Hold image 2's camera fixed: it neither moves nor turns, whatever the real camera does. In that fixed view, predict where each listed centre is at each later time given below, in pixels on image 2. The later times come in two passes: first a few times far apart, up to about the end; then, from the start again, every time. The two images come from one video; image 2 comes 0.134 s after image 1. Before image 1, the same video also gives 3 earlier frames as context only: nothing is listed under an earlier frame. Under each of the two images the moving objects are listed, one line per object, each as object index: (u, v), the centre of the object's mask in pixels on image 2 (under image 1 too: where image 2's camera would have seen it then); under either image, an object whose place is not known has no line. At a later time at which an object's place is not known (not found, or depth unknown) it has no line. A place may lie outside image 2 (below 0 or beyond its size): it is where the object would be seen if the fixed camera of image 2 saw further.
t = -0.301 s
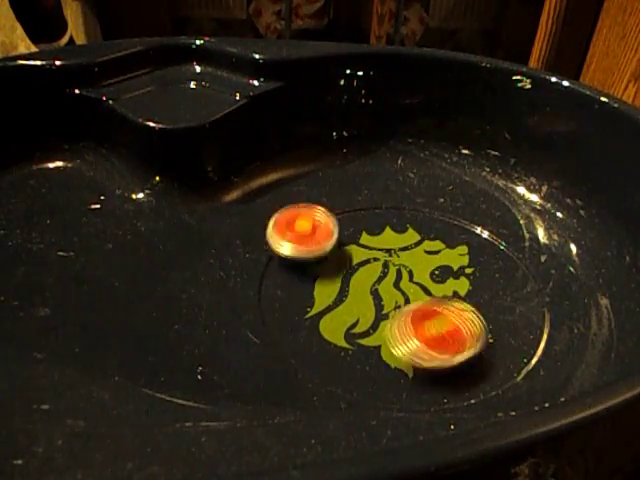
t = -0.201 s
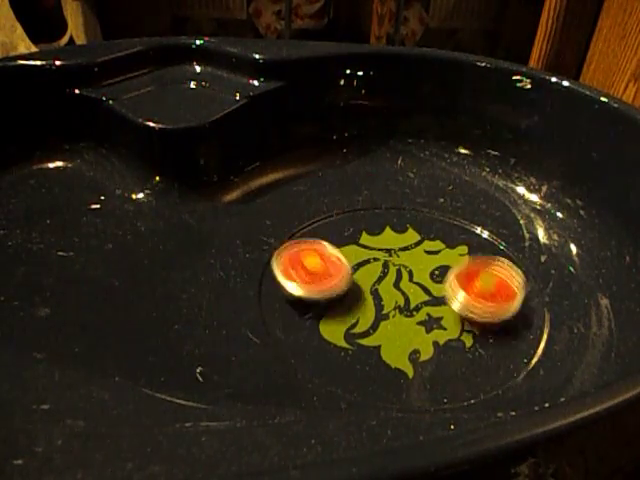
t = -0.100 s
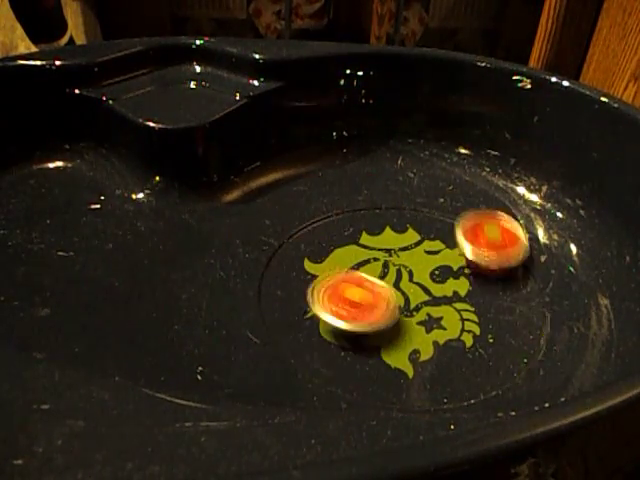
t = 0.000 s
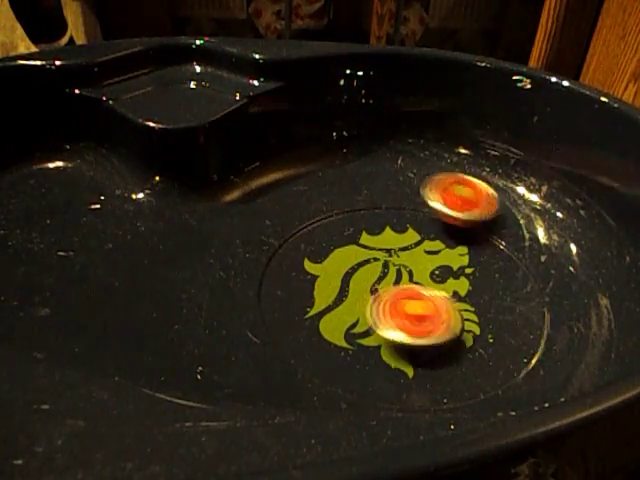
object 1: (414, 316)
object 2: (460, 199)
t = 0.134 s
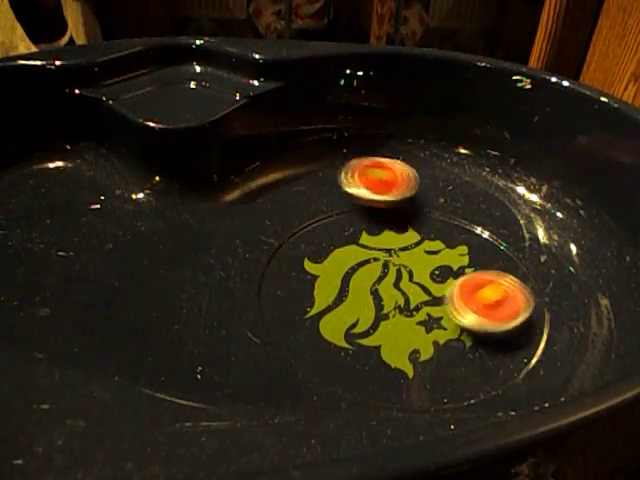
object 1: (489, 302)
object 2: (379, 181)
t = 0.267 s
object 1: (511, 258)
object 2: (300, 200)
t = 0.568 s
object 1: (385, 202)
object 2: (376, 341)
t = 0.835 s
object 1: (297, 276)
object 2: (548, 288)
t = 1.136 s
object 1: (411, 378)
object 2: (398, 201)
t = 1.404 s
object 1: (523, 307)
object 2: (295, 288)
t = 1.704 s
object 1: (396, 218)
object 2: (487, 366)
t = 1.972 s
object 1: (273, 245)
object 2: (481, 246)
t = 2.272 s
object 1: (330, 343)
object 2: (286, 225)
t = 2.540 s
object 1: (440, 292)
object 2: (312, 341)
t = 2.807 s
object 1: (376, 209)
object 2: (438, 291)
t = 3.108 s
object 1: (276, 250)
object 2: (314, 205)
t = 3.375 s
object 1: (370, 381)
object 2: (326, 216)
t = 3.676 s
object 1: (526, 307)
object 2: (344, 201)
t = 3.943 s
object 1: (452, 219)
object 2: (358, 201)
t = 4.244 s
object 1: (359, 207)
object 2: (333, 253)
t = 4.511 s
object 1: (307, 275)
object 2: (470, 276)
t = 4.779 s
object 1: (402, 346)
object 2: (437, 208)
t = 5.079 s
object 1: (507, 293)
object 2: (337, 282)
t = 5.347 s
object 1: (422, 227)
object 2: (470, 361)
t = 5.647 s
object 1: (289, 243)
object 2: (485, 257)
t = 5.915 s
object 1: (290, 327)
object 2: (325, 234)
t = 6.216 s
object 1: (430, 326)
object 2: (289, 326)
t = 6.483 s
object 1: (427, 244)
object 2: (420, 315)
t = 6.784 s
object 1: (329, 180)
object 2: (356, 277)
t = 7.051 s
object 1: (324, 174)
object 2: (423, 386)
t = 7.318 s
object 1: (328, 180)
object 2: (528, 345)
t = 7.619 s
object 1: (360, 211)
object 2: (388, 266)
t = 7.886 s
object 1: (448, 227)
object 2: (260, 271)
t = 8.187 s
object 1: (508, 237)
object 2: (182, 276)
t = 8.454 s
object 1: (513, 262)
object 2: (234, 311)
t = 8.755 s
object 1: (484, 311)
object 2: (329, 240)
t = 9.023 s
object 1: (454, 356)
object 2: (328, 218)
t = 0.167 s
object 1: (501, 292)
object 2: (356, 181)
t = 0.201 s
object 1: (508, 282)
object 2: (336, 182)
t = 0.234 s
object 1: (511, 270)
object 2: (317, 189)
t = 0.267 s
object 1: (511, 258)
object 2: (300, 200)
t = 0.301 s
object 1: (506, 246)
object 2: (286, 215)
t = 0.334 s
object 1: (498, 234)
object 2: (278, 233)
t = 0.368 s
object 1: (486, 225)
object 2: (275, 252)
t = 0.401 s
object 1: (473, 216)
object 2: (279, 271)
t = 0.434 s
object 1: (457, 209)
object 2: (288, 290)
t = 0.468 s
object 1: (440, 204)
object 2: (303, 306)
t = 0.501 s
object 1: (422, 201)
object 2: (323, 321)
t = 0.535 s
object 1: (403, 200)
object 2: (348, 334)
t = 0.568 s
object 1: (385, 202)
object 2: (376, 341)
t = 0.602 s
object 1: (367, 206)
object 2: (408, 347)
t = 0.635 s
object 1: (351, 212)
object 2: (437, 349)
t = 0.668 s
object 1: (337, 219)
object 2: (466, 347)
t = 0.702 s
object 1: (324, 228)
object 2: (494, 340)
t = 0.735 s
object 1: (314, 238)
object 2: (517, 331)
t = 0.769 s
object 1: (305, 249)
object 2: (536, 319)
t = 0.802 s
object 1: (300, 263)
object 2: (549, 303)
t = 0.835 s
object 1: (297, 276)
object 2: (548, 288)
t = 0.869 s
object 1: (297, 290)
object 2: (540, 271)
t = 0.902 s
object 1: (301, 305)
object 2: (532, 254)
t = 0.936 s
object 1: (307, 319)
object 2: (520, 239)
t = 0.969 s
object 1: (316, 333)
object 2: (501, 226)
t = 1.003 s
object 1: (330, 347)
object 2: (483, 216)
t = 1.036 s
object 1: (347, 359)
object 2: (463, 208)
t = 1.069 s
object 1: (367, 369)
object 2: (442, 202)
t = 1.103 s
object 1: (388, 374)
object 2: (421, 200)
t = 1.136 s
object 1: (411, 378)
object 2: (398, 201)
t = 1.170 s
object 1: (436, 380)
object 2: (377, 204)
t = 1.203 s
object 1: (459, 376)
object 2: (357, 211)
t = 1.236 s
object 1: (481, 370)
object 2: (339, 219)
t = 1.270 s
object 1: (498, 361)
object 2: (324, 228)
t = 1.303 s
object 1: (511, 350)
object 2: (311, 240)
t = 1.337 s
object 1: (520, 336)
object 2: (303, 255)
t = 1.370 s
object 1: (524, 322)
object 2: (297, 271)
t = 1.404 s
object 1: (523, 307)
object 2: (295, 288)
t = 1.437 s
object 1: (518, 292)
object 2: (298, 306)
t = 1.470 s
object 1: (509, 279)
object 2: (307, 324)
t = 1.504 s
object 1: (498, 266)
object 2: (321, 343)
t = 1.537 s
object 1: (485, 254)
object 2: (340, 358)
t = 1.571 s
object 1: (469, 244)
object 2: (365, 370)
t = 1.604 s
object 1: (452, 235)
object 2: (395, 374)
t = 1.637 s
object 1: (433, 228)
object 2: (426, 375)
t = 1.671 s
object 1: (415, 222)
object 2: (457, 374)
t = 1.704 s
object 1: (396, 218)
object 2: (487, 366)
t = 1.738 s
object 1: (378, 216)
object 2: (506, 356)
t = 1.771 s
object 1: (358, 214)
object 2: (522, 341)
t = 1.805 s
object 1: (339, 215)
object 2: (529, 324)
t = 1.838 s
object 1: (322, 216)
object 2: (530, 306)
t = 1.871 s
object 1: (305, 219)
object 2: (525, 291)
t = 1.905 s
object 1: (289, 224)
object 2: (514, 275)
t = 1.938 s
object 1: (277, 231)
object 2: (499, 259)
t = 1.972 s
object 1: (273, 245)
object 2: (481, 246)
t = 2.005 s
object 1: (268, 258)
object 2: (459, 236)
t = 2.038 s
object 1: (264, 270)
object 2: (437, 228)
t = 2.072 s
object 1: (268, 284)
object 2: (415, 222)
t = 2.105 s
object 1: (272, 298)
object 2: (392, 218)
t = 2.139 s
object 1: (279, 310)
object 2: (371, 216)
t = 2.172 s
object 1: (287, 321)
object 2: (347, 216)
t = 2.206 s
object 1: (298, 331)
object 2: (325, 217)
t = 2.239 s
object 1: (312, 338)
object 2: (304, 220)
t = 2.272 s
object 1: (330, 343)
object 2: (286, 225)
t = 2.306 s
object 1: (349, 345)
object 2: (274, 234)
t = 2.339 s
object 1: (369, 345)
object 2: (271, 250)
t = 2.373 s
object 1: (387, 340)
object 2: (269, 266)
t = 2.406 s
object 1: (402, 335)
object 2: (267, 280)
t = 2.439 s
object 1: (417, 326)
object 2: (271, 296)
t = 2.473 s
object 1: (427, 316)
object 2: (282, 315)
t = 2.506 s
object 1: (436, 304)
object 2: (295, 329)
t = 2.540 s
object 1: (440, 292)
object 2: (312, 341)
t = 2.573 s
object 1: (440, 281)
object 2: (331, 349)
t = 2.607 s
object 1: (438, 267)
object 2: (355, 352)
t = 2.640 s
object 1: (433, 256)
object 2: (380, 350)
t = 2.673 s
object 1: (425, 244)
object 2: (400, 344)
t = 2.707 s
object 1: (415, 233)
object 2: (418, 333)
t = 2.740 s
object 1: (404, 224)
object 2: (431, 319)
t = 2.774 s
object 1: (390, 216)
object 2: (438, 304)
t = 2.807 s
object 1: (376, 209)
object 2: (438, 291)
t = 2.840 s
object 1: (361, 203)
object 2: (434, 276)
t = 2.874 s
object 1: (346, 200)
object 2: (427, 263)
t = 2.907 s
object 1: (331, 199)
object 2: (414, 249)
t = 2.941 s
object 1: (318, 205)
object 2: (400, 237)
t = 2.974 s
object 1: (307, 214)
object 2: (386, 228)
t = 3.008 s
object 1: (296, 223)
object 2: (369, 220)
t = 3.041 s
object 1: (286, 232)
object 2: (350, 212)
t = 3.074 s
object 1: (279, 240)
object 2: (332, 208)
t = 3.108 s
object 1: (276, 250)
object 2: (314, 205)
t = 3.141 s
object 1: (276, 260)
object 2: (300, 208)
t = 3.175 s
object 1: (279, 276)
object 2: (292, 217)
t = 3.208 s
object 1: (279, 301)
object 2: (296, 219)
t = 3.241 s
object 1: (285, 326)
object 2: (303, 220)
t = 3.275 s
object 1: (300, 348)
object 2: (309, 221)
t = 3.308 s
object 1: (321, 367)
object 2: (316, 220)
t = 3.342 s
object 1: (343, 376)
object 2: (321, 218)
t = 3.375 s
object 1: (370, 381)
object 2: (326, 216)
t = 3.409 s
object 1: (397, 383)
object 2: (329, 213)
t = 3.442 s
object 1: (425, 383)
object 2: (331, 211)
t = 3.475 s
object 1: (452, 381)
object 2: (332, 207)
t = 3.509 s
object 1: (475, 375)
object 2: (333, 203)
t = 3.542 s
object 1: (495, 366)
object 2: (336, 204)
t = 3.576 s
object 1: (509, 350)
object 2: (338, 205)
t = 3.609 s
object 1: (519, 335)
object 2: (341, 205)
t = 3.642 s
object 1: (524, 321)
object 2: (343, 203)
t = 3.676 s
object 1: (526, 307)
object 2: (344, 201)
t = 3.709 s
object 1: (525, 294)
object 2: (346, 200)
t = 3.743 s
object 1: (521, 281)
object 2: (348, 202)
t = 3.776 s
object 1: (514, 269)
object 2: (350, 202)
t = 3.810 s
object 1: (505, 257)
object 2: (352, 202)
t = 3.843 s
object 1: (494, 245)
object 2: (354, 201)
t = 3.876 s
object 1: (481, 235)
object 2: (356, 201)
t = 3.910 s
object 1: (468, 227)
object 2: (357, 200)
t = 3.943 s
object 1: (452, 219)
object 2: (358, 201)
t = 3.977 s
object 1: (437, 213)
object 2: (360, 203)
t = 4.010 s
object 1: (429, 209)
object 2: (354, 203)
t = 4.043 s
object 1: (427, 208)
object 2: (341, 204)
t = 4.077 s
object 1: (420, 206)
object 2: (333, 208)
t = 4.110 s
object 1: (411, 204)
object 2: (326, 214)
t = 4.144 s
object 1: (398, 203)
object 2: (322, 221)
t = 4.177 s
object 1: (385, 203)
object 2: (322, 230)
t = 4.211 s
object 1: (372, 204)
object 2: (326, 241)
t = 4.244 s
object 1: (359, 207)
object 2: (333, 253)
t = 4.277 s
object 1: (346, 211)
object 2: (345, 262)
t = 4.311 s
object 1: (334, 217)
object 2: (360, 271)
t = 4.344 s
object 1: (325, 225)
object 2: (379, 278)
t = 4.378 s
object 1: (317, 233)
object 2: (398, 283)
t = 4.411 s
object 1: (311, 242)
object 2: (419, 286)
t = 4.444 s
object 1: (308, 253)
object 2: (438, 284)
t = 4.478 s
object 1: (306, 264)
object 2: (456, 282)
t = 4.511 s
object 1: (307, 275)
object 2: (470, 276)
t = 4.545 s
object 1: (311, 287)
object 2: (481, 269)
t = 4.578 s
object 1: (317, 298)
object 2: (488, 259)
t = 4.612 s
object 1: (326, 309)
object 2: (490, 247)
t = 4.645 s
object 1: (337, 319)
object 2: (487, 236)
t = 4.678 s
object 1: (351, 328)
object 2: (479, 226)
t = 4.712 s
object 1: (366, 336)
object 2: (468, 218)
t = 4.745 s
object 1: (385, 342)
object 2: (454, 212)
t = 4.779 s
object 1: (402, 346)
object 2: (437, 208)
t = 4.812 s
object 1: (419, 348)
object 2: (419, 208)
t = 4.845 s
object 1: (438, 348)
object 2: (402, 210)
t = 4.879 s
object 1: (455, 345)
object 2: (385, 215)
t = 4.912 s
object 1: (471, 340)
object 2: (370, 221)
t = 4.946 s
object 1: (484, 334)
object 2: (358, 230)
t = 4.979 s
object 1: (495, 325)
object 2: (347, 241)
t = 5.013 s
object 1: (502, 315)
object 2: (341, 254)
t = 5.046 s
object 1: (506, 305)
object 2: (337, 268)
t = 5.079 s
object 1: (507, 293)
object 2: (337, 282)
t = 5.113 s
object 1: (504, 283)
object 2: (343, 298)
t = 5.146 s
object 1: (498, 272)
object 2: (350, 312)
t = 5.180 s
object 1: (490, 262)
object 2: (363, 326)
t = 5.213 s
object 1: (479, 253)
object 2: (379, 339)
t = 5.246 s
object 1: (467, 244)
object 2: (399, 349)
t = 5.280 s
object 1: (453, 237)
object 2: (420, 356)
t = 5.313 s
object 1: (438, 231)
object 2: (446, 361)
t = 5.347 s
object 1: (422, 227)
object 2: (470, 361)
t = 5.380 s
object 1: (406, 224)
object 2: (491, 357)
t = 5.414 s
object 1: (390, 222)
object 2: (509, 348)
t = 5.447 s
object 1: (374, 221)
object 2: (521, 336)
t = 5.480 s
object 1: (357, 222)
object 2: (528, 323)
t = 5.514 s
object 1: (342, 224)
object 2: (529, 308)
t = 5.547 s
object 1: (328, 227)
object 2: (524, 293)
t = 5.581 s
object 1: (314, 231)
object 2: (514, 279)
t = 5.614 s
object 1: (301, 237)
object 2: (502, 268)
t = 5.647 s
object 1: (289, 243)
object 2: (485, 257)
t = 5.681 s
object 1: (279, 251)
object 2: (466, 247)
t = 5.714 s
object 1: (271, 260)
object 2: (447, 240)
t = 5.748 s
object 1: (265, 269)
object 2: (426, 236)
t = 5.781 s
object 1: (264, 280)
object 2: (405, 231)
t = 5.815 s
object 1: (268, 293)
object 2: (385, 231)
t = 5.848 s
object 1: (273, 305)
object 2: (364, 230)
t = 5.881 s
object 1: (281, 317)
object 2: (345, 232)
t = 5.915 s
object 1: (290, 327)
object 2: (325, 234)
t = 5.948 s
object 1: (303, 336)
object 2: (308, 238)
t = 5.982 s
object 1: (319, 343)
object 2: (290, 244)
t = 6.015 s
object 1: (337, 347)
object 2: (274, 251)
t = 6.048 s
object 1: (356, 349)
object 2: (263, 259)
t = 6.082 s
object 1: (374, 349)
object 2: (263, 272)
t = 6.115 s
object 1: (391, 346)
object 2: (270, 286)
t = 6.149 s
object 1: (407, 341)
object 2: (277, 300)
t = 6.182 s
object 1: (420, 335)
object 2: (281, 312)
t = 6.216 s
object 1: (430, 326)
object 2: (289, 326)
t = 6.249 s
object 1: (440, 317)
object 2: (304, 337)
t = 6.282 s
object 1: (445, 306)
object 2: (322, 347)
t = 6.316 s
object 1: (447, 296)
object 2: (342, 352)
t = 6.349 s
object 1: (447, 285)
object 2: (364, 352)
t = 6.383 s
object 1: (445, 274)
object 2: (384, 348)
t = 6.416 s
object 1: (440, 263)
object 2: (399, 338)
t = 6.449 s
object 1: (435, 254)
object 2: (412, 329)
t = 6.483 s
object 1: (427, 244)
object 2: (420, 315)
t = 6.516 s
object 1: (418, 235)
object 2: (424, 305)
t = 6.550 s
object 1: (408, 228)
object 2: (419, 288)
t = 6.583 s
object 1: (395, 221)
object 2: (415, 275)
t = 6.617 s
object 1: (384, 212)
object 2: (407, 267)
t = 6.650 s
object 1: (370, 203)
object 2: (397, 260)
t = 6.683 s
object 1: (355, 196)
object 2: (386, 254)
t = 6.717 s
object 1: (343, 193)
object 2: (372, 249)
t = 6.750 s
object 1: (333, 195)
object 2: (359, 250)
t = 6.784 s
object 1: (329, 180)
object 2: (356, 277)
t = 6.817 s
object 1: (325, 173)
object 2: (354, 308)
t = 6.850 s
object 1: (323, 168)
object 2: (355, 337)
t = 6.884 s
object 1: (322, 163)
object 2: (359, 363)
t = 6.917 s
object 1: (321, 167)
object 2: (369, 374)
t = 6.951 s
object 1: (322, 168)
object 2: (381, 379)
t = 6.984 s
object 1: (323, 169)
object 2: (394, 383)
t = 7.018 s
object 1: (323, 171)
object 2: (408, 385)
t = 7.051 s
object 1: (324, 174)
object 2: (423, 386)
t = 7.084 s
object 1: (324, 176)
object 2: (438, 386)
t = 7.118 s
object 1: (324, 178)
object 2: (453, 385)
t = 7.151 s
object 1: (325, 180)
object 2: (468, 384)
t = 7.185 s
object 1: (325, 181)
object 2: (483, 381)
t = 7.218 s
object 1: (325, 182)
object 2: (499, 376)
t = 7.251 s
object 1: (326, 182)
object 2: (514, 369)
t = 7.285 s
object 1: (327, 181)
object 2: (525, 360)
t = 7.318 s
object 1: (328, 180)
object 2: (528, 345)
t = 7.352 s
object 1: (330, 179)
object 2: (525, 333)
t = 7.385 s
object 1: (334, 178)
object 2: (515, 318)
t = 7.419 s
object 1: (338, 179)
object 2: (503, 307)
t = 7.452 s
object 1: (342, 182)
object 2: (485, 297)
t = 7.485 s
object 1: (345, 185)
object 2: (467, 290)
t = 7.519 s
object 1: (348, 191)
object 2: (447, 283)
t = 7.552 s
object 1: (350, 198)
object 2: (426, 277)
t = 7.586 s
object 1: (354, 205)
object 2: (407, 272)
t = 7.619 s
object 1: (360, 211)
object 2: (388, 266)
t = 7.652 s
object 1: (369, 214)
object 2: (368, 264)
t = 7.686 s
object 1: (381, 216)
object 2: (349, 263)
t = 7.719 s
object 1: (392, 218)
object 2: (330, 264)
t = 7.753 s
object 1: (404, 219)
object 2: (310, 264)
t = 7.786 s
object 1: (416, 222)
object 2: (292, 265)
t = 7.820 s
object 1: (427, 223)
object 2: (275, 266)
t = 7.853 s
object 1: (438, 225)
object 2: (262, 267)
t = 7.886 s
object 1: (448, 227)
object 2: (260, 271)
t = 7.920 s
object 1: (459, 228)
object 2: (257, 277)
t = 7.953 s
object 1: (469, 229)
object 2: (254, 282)
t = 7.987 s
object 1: (478, 231)
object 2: (249, 284)
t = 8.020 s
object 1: (486, 232)
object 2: (243, 285)
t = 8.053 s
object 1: (495, 232)
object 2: (235, 285)
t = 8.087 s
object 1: (502, 232)
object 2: (225, 283)
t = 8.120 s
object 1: (508, 233)
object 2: (212, 280)
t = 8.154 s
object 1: (508, 235)
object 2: (197, 278)
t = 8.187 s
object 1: (508, 237)
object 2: (182, 276)
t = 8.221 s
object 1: (510, 239)
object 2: (169, 277)
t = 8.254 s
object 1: (512, 241)
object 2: (158, 282)
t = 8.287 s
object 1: (514, 244)
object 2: (155, 289)
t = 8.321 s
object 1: (515, 247)
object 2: (160, 297)
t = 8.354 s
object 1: (516, 250)
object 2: (174, 307)
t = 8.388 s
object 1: (516, 254)
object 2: (194, 314)
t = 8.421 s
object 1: (515, 258)
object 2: (215, 315)
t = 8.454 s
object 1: (513, 262)
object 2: (234, 311)
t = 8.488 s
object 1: (510, 266)
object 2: (251, 305)
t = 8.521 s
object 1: (507, 271)
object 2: (266, 297)
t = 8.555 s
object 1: (504, 276)
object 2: (281, 291)
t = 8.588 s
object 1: (502, 281)
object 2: (294, 285)
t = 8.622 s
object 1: (500, 287)
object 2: (305, 278)
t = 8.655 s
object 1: (497, 294)
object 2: (313, 269)
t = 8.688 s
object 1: (493, 300)
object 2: (321, 260)
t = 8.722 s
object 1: (488, 305)
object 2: (326, 250)
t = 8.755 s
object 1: (484, 311)
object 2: (329, 240)
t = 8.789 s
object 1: (479, 317)
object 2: (330, 231)
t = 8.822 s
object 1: (474, 323)
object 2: (330, 221)
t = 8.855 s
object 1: (469, 329)
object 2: (327, 213)
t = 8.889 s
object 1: (465, 334)
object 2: (323, 207)
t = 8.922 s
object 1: (461, 340)
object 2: (321, 203)
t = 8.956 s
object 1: (458, 346)
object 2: (323, 208)
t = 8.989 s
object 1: (455, 351)
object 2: (326, 215)
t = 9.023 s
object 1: (454, 356)
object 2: (328, 218)
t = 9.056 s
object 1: (452, 360)
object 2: (332, 222)
